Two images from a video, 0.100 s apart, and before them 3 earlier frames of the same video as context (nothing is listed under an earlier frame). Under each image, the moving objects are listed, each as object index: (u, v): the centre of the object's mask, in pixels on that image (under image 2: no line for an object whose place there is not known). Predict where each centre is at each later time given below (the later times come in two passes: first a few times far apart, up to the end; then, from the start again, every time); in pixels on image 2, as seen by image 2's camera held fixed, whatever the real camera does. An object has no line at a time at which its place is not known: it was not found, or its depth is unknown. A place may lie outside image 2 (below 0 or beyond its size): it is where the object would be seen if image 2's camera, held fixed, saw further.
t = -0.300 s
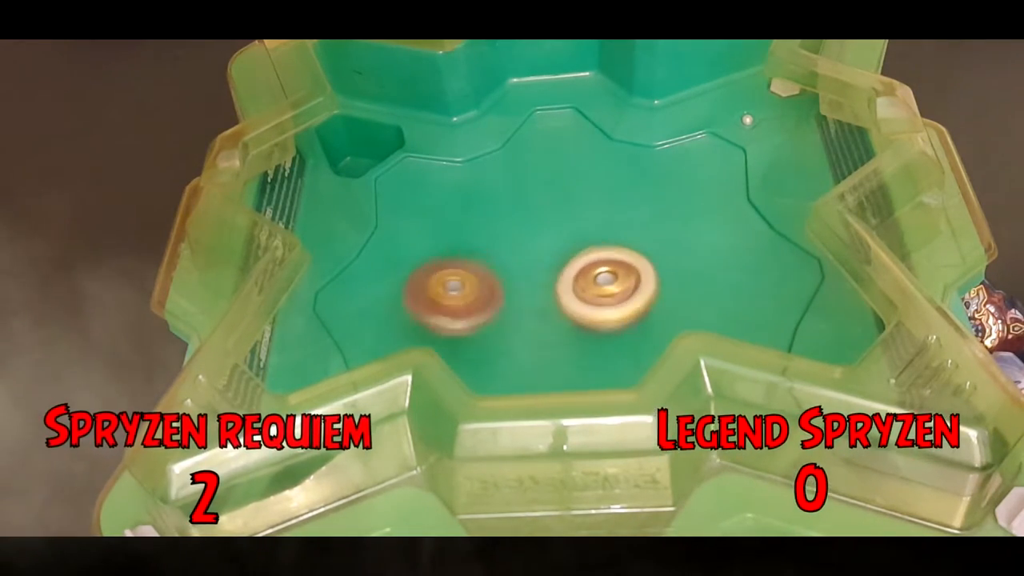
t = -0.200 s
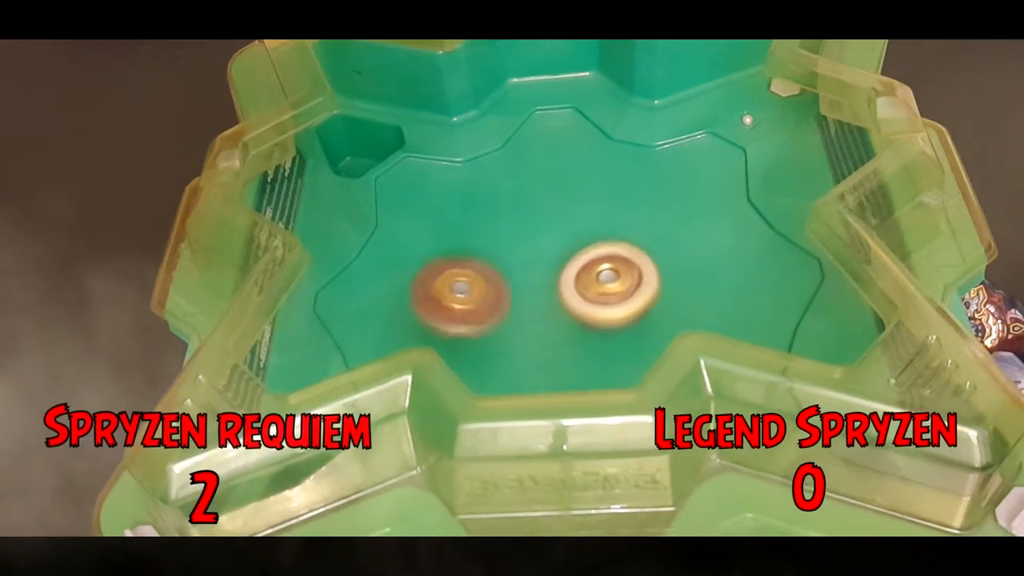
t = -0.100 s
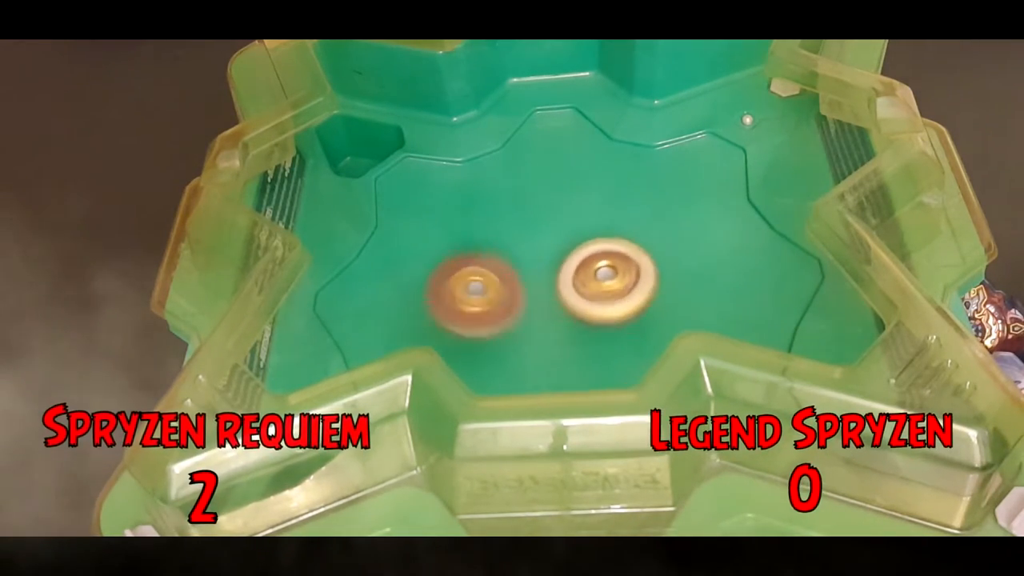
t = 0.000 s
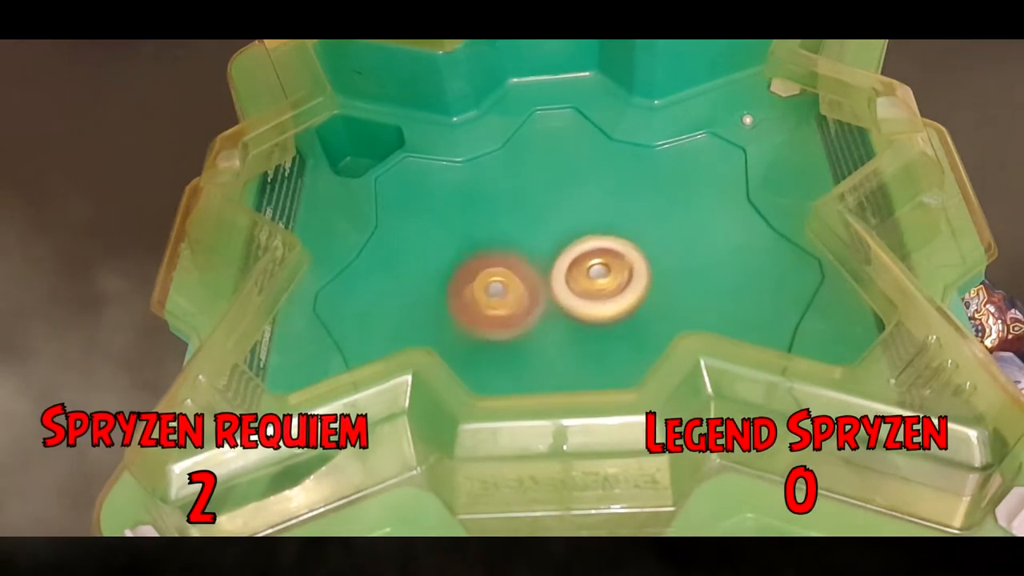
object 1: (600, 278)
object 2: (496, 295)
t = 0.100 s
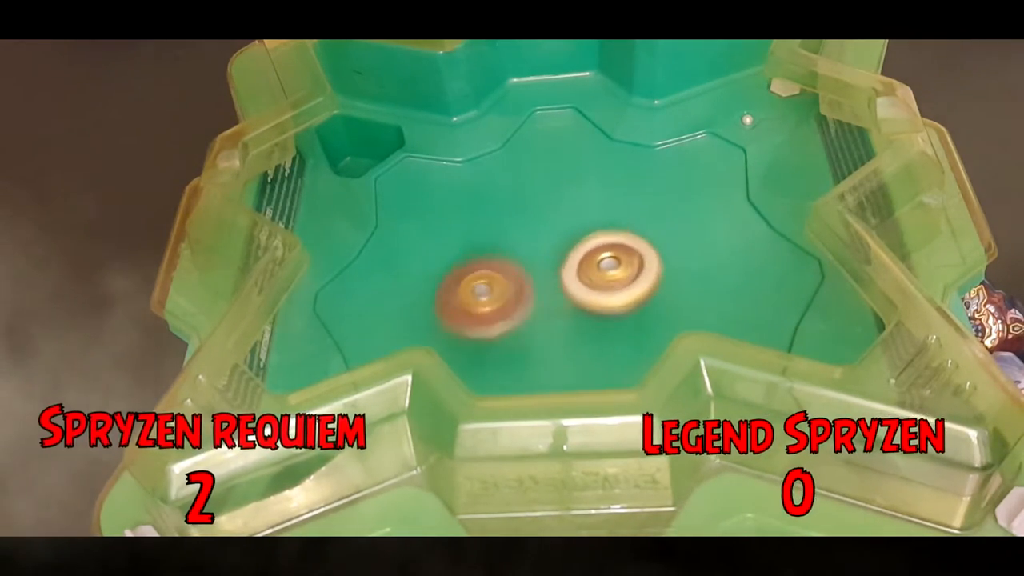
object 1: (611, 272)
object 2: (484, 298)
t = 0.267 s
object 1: (610, 268)
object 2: (494, 306)
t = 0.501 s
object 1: (614, 258)
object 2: (480, 331)
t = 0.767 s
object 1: (606, 254)
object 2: (481, 328)
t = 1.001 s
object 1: (596, 262)
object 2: (502, 321)
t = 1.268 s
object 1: (614, 270)
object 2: (494, 333)
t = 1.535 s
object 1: (619, 263)
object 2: (512, 322)
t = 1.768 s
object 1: (602, 263)
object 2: (523, 329)
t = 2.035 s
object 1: (602, 261)
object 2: (518, 328)
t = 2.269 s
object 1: (593, 256)
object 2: (523, 333)
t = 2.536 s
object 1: (575, 259)
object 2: (533, 356)
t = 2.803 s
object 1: (564, 258)
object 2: (545, 351)
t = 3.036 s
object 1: (546, 261)
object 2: (572, 345)
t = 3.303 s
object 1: (514, 269)
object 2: (596, 339)
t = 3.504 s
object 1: (510, 288)
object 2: (596, 329)
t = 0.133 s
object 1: (612, 271)
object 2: (484, 298)
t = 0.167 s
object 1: (613, 271)
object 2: (485, 299)
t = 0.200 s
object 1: (612, 269)
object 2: (488, 301)
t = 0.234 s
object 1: (611, 268)
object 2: (491, 304)
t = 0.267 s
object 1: (610, 268)
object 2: (494, 306)
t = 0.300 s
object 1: (608, 267)
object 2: (497, 308)
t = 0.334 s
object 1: (605, 268)
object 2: (500, 309)
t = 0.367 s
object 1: (601, 268)
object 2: (504, 311)
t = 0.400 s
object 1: (600, 267)
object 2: (507, 312)
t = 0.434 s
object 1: (599, 267)
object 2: (506, 316)
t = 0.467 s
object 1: (608, 261)
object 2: (492, 324)
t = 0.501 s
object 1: (614, 258)
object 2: (480, 331)
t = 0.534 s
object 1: (615, 256)
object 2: (475, 334)
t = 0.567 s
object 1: (616, 256)
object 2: (471, 335)
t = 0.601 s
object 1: (616, 254)
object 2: (469, 335)
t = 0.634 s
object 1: (616, 253)
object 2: (468, 335)
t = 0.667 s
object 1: (613, 253)
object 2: (470, 334)
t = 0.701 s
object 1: (612, 252)
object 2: (473, 333)
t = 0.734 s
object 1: (610, 254)
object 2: (476, 330)
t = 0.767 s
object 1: (606, 254)
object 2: (481, 328)
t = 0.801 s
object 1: (604, 256)
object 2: (487, 324)
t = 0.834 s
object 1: (599, 257)
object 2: (493, 322)
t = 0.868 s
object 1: (597, 259)
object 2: (499, 318)
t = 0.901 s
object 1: (593, 263)
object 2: (509, 315)
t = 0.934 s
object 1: (595, 263)
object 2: (509, 313)
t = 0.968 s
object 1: (597, 262)
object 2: (504, 320)
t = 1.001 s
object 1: (596, 262)
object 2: (502, 321)
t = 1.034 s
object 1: (596, 266)
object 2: (500, 323)
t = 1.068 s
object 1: (595, 267)
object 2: (500, 324)
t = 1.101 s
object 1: (596, 270)
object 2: (501, 325)
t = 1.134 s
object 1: (595, 272)
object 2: (505, 325)
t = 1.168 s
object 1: (596, 275)
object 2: (507, 326)
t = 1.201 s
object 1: (602, 273)
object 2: (501, 330)
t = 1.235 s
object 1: (610, 271)
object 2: (495, 332)
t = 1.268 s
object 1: (614, 270)
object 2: (494, 333)
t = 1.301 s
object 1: (617, 269)
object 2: (494, 332)
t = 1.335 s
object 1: (620, 269)
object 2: (493, 331)
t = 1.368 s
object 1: (622, 267)
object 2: (494, 329)
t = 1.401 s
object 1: (622, 266)
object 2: (495, 327)
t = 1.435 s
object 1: (622, 264)
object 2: (498, 325)
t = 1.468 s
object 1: (622, 264)
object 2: (502, 323)
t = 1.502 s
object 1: (621, 263)
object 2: (507, 322)
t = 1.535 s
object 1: (619, 263)
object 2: (512, 322)
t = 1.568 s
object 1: (616, 262)
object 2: (516, 321)
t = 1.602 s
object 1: (615, 263)
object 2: (522, 321)
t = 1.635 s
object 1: (610, 264)
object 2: (525, 320)
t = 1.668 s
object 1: (608, 265)
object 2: (530, 320)
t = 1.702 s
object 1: (605, 265)
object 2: (531, 322)
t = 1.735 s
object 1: (606, 263)
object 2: (526, 327)
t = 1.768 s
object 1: (602, 263)
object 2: (523, 329)
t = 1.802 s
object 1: (602, 266)
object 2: (521, 328)
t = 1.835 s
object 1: (602, 266)
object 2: (522, 326)
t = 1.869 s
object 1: (601, 266)
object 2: (526, 326)
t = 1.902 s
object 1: (597, 266)
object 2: (531, 324)
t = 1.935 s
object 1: (599, 265)
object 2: (531, 328)
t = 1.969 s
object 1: (602, 262)
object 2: (526, 323)
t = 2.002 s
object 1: (603, 261)
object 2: (520, 326)
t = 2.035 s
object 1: (602, 261)
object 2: (518, 328)
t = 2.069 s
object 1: (603, 261)
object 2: (517, 326)
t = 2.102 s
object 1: (601, 260)
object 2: (518, 325)
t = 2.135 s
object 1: (600, 261)
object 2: (520, 325)
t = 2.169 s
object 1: (598, 261)
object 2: (524, 321)
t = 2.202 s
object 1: (598, 262)
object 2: (526, 319)
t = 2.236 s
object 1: (596, 261)
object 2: (527, 322)
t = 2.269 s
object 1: (593, 256)
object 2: (523, 333)
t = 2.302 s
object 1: (590, 252)
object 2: (522, 341)
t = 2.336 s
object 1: (587, 253)
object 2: (523, 349)
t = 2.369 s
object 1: (587, 253)
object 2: (523, 351)
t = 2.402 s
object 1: (585, 253)
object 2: (524, 358)
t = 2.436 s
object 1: (583, 253)
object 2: (524, 357)
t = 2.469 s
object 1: (578, 254)
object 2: (525, 358)
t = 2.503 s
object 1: (576, 257)
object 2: (528, 357)
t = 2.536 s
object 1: (575, 259)
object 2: (533, 356)
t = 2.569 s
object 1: (573, 263)
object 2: (537, 349)
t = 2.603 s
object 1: (573, 264)
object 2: (539, 343)
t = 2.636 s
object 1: (571, 259)
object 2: (541, 343)
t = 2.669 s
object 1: (570, 257)
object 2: (544, 341)
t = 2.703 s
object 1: (567, 255)
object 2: (544, 347)
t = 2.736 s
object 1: (562, 256)
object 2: (542, 350)
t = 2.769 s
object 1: (561, 256)
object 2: (543, 350)
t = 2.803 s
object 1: (564, 258)
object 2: (545, 351)
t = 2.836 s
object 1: (566, 257)
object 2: (545, 349)
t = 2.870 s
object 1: (567, 255)
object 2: (547, 346)
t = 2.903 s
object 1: (565, 253)
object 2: (548, 345)
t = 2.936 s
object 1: (562, 256)
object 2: (550, 343)
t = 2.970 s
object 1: (556, 257)
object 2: (557, 346)
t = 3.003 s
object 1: (552, 260)
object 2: (563, 346)
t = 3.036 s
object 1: (546, 261)
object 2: (572, 345)
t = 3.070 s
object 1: (542, 263)
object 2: (572, 344)
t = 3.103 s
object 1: (540, 265)
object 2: (576, 344)
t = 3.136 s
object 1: (536, 266)
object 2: (585, 346)
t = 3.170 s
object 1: (533, 268)
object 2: (589, 339)
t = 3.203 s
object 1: (530, 269)
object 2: (589, 338)
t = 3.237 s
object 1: (529, 272)
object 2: (585, 337)
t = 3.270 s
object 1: (522, 269)
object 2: (588, 340)
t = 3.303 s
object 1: (514, 269)
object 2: (596, 339)
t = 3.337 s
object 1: (512, 271)
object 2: (603, 338)
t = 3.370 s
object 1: (506, 273)
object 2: (607, 337)
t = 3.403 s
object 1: (504, 277)
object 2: (606, 337)
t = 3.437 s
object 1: (503, 282)
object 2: (603, 337)
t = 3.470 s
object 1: (505, 286)
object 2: (600, 334)
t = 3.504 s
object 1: (510, 288)
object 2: (596, 329)
